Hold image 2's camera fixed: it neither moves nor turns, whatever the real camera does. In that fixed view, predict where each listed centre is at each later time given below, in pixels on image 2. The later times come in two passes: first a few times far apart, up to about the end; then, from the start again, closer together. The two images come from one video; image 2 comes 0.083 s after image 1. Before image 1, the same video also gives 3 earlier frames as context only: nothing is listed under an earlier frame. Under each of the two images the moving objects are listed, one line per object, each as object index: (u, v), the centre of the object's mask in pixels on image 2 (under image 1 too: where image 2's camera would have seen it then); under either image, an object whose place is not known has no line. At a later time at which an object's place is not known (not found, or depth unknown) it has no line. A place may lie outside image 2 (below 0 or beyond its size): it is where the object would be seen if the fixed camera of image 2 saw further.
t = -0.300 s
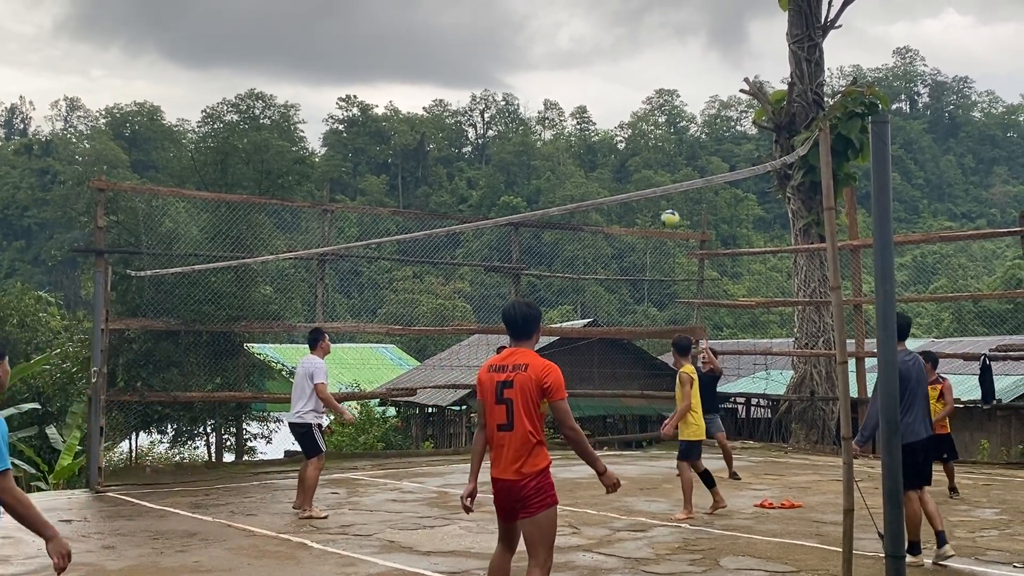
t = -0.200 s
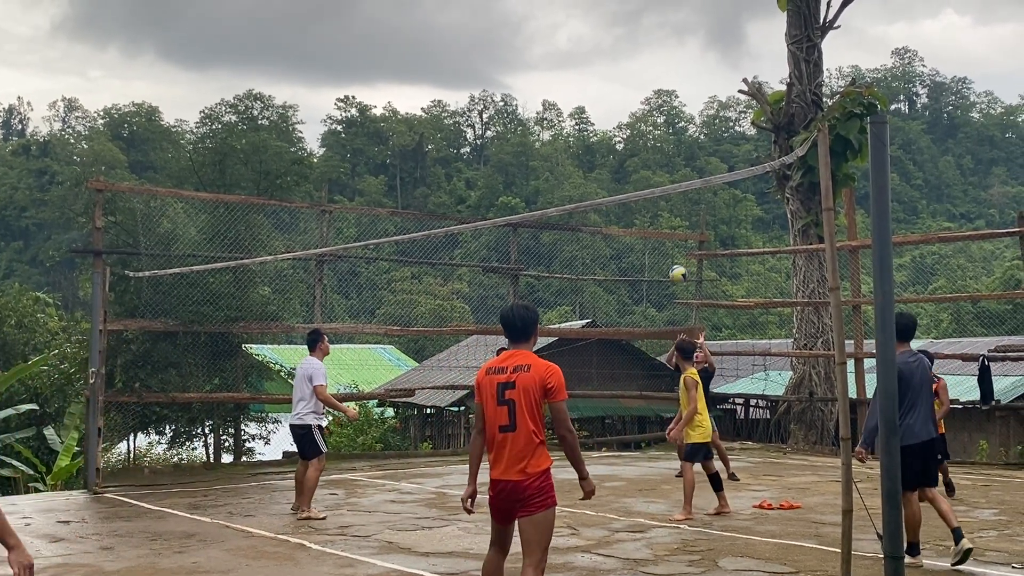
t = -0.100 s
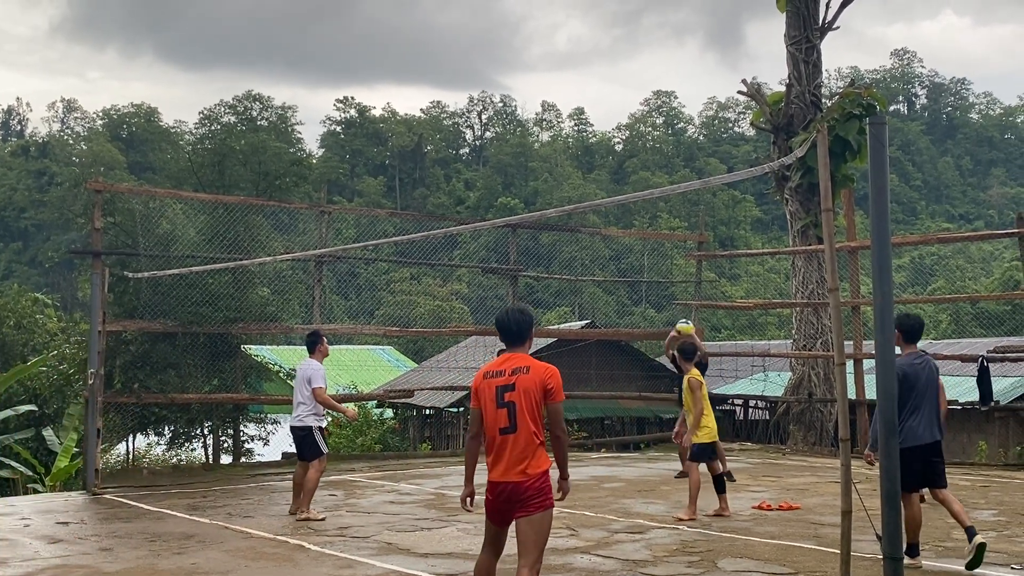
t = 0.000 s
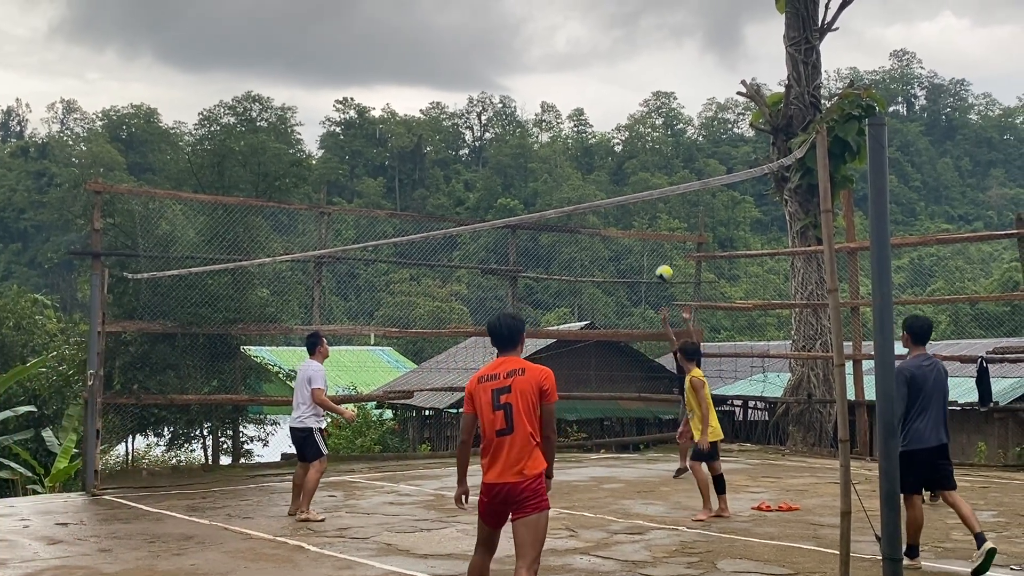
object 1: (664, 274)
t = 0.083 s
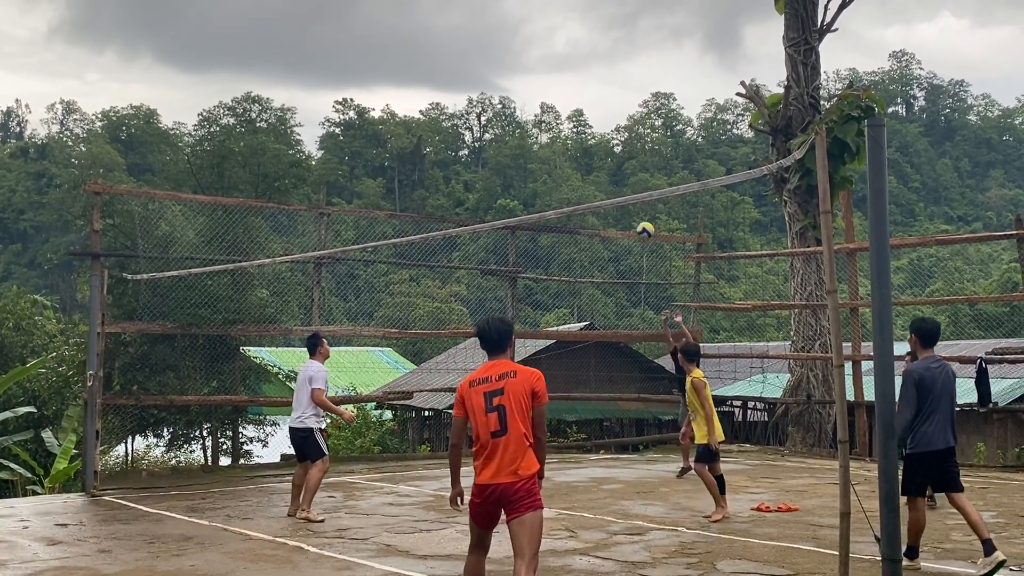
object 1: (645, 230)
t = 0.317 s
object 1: (595, 136)
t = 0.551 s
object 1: (542, 82)
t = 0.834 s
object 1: (476, 76)
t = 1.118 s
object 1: (407, 140)
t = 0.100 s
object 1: (641, 222)
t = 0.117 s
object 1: (638, 213)
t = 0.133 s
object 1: (635, 207)
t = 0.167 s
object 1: (627, 190)
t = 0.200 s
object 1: (620, 178)
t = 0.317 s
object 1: (595, 136)
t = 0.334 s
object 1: (590, 131)
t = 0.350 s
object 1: (587, 126)
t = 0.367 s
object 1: (583, 121)
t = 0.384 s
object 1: (580, 117)
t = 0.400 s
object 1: (576, 112)
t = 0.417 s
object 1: (572, 108)
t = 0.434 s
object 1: (568, 104)
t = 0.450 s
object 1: (565, 100)
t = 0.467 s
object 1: (561, 97)
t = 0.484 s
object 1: (557, 93)
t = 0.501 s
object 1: (553, 90)
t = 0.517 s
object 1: (550, 87)
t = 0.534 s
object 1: (546, 85)
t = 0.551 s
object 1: (542, 82)
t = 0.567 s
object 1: (538, 80)
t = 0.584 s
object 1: (535, 78)
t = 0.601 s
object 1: (531, 76)
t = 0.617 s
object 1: (527, 75)
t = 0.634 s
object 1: (523, 74)
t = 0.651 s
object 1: (519, 73)
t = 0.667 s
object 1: (515, 72)
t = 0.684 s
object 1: (511, 71)
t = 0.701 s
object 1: (507, 71)
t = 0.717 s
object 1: (503, 71)
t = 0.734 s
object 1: (499, 71)
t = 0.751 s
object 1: (496, 71)
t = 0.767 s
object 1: (492, 72)
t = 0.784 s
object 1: (488, 73)
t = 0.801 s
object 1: (484, 74)
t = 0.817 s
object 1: (480, 75)
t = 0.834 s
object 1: (476, 76)
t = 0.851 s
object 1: (472, 78)
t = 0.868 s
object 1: (468, 80)
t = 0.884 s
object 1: (464, 83)
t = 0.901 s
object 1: (460, 85)
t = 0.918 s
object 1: (456, 88)
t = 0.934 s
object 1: (452, 91)
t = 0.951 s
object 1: (447, 94)
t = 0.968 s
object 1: (443, 98)
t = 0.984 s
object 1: (439, 101)
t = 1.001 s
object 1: (435, 106)
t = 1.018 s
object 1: (431, 109)
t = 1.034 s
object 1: (426, 113)
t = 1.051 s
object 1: (422, 119)
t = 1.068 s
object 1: (418, 123)
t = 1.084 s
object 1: (415, 129)
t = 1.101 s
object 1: (411, 135)
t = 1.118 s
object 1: (407, 140)
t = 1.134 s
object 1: (403, 146)
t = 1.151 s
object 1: (398, 152)
